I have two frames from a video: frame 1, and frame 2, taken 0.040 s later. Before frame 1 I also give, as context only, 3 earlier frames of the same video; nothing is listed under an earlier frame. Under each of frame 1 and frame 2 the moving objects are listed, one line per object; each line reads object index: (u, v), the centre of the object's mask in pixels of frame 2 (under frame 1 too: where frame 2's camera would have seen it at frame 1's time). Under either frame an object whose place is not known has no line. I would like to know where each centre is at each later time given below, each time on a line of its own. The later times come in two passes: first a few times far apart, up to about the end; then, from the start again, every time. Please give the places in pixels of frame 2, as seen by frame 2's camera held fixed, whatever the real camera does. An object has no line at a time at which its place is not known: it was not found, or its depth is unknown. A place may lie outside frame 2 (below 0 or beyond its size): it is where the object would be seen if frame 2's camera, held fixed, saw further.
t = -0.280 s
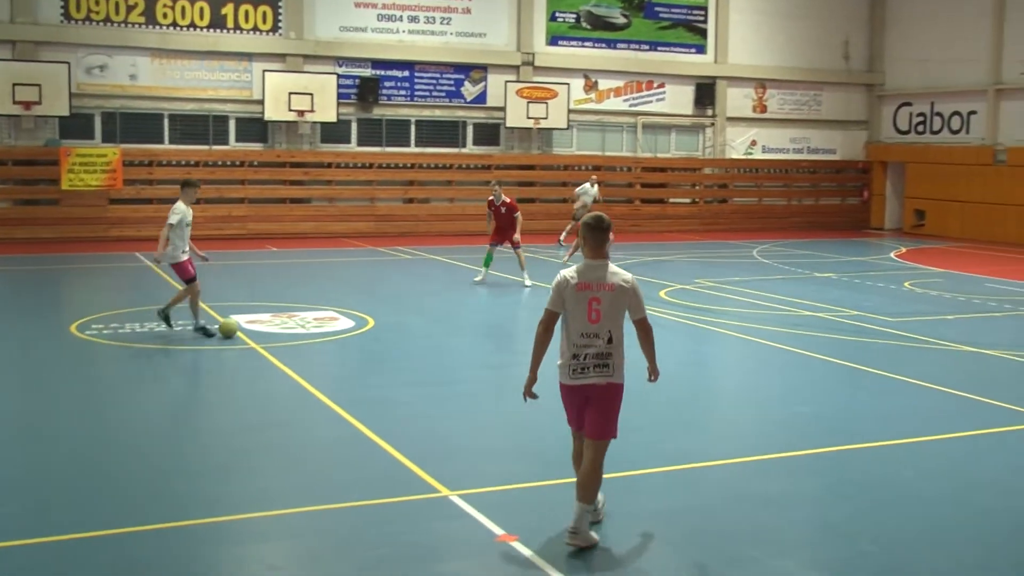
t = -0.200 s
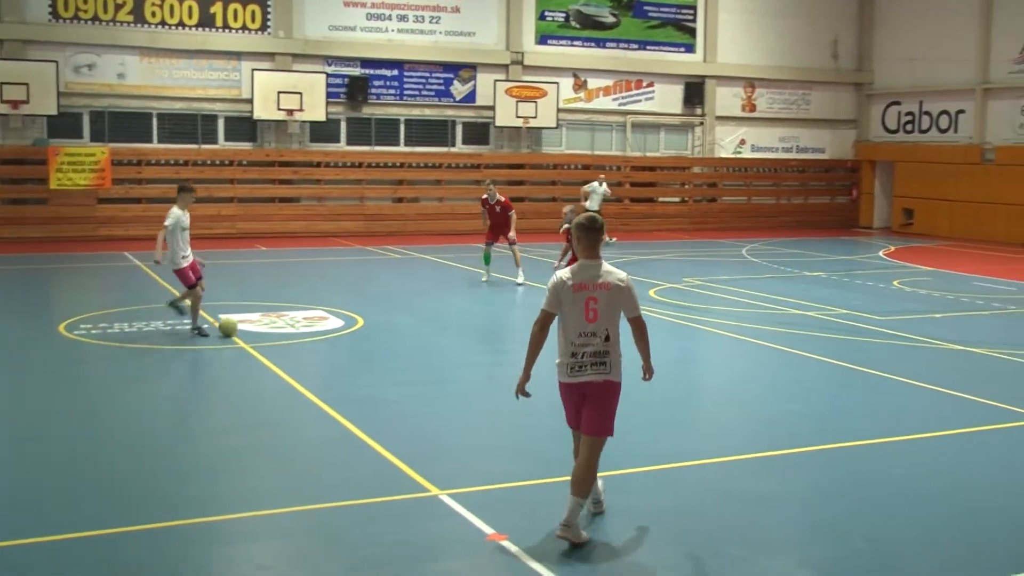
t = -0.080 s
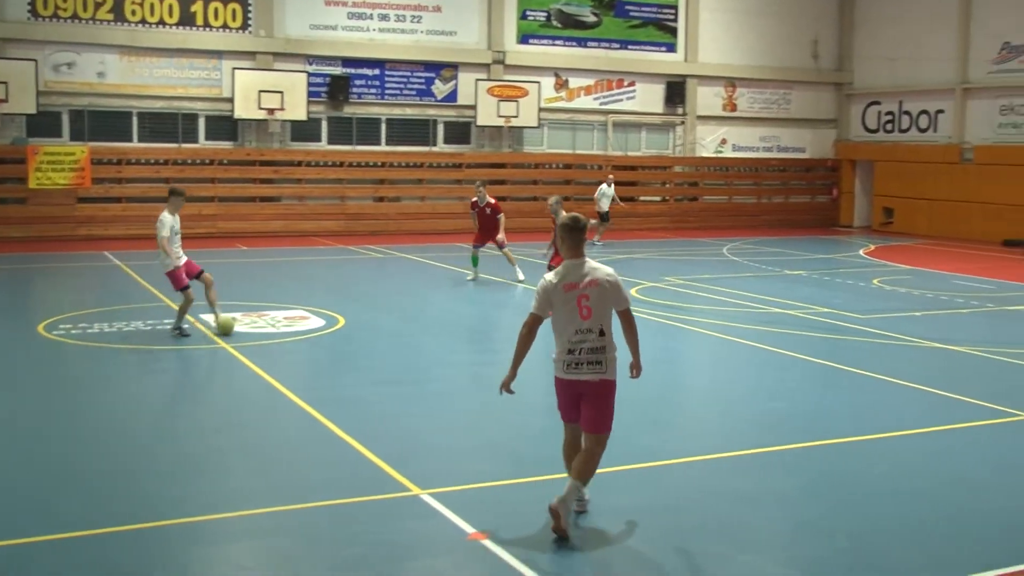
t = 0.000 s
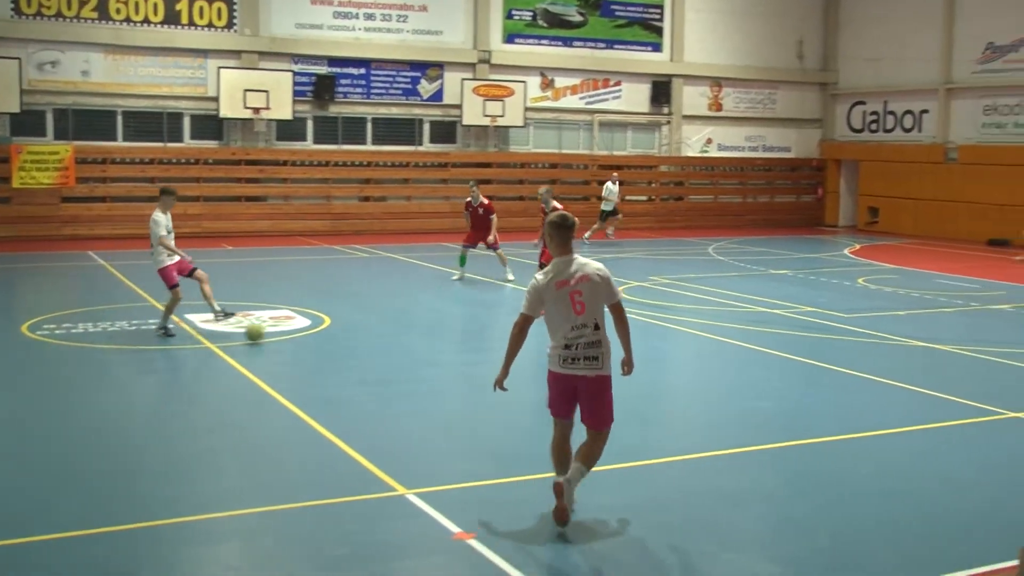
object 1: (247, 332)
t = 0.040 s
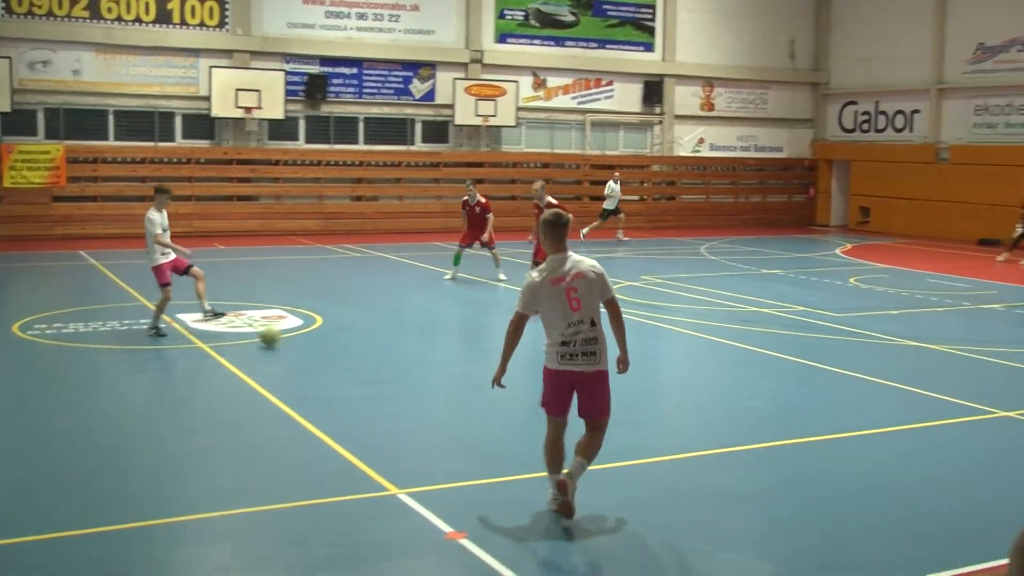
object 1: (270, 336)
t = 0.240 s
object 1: (386, 360)
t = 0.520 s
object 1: (554, 388)
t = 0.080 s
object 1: (292, 342)
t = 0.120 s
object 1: (315, 344)
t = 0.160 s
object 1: (338, 347)
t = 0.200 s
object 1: (362, 353)
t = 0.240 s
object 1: (386, 360)
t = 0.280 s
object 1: (410, 361)
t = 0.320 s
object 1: (434, 365)
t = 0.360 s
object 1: (458, 371)
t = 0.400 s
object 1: (483, 379)
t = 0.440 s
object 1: (506, 379)
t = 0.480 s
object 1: (530, 383)
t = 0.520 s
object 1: (554, 388)
